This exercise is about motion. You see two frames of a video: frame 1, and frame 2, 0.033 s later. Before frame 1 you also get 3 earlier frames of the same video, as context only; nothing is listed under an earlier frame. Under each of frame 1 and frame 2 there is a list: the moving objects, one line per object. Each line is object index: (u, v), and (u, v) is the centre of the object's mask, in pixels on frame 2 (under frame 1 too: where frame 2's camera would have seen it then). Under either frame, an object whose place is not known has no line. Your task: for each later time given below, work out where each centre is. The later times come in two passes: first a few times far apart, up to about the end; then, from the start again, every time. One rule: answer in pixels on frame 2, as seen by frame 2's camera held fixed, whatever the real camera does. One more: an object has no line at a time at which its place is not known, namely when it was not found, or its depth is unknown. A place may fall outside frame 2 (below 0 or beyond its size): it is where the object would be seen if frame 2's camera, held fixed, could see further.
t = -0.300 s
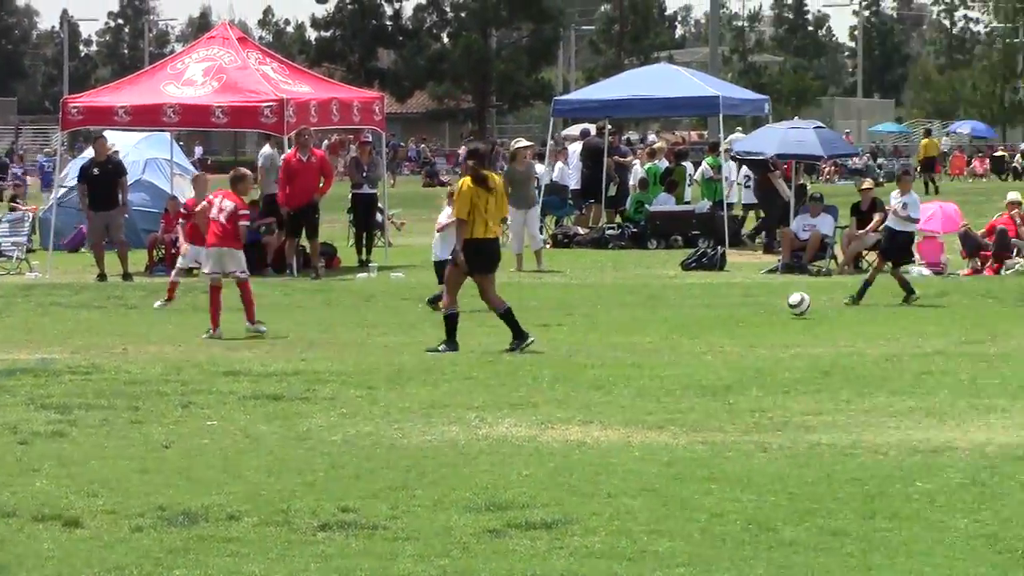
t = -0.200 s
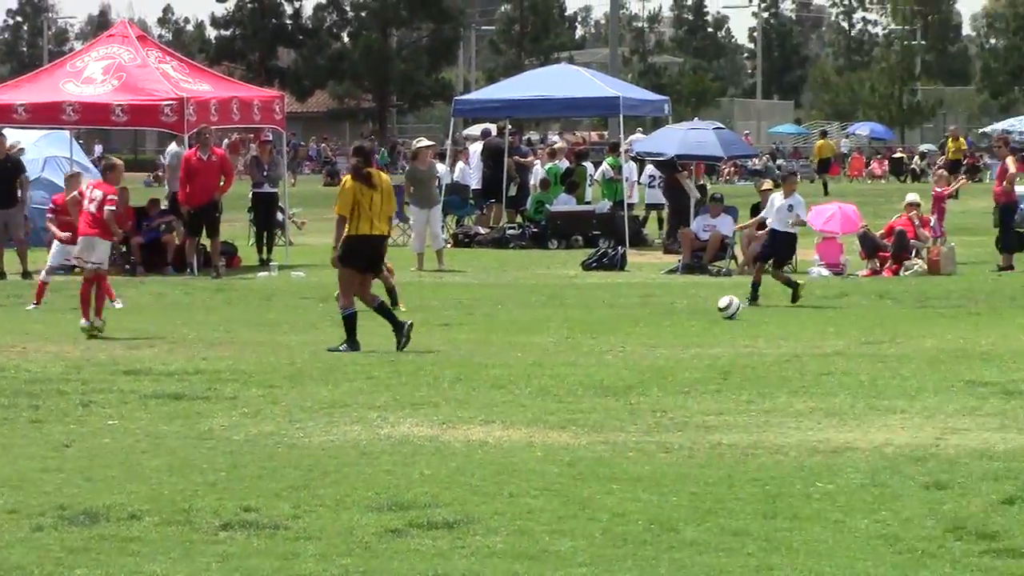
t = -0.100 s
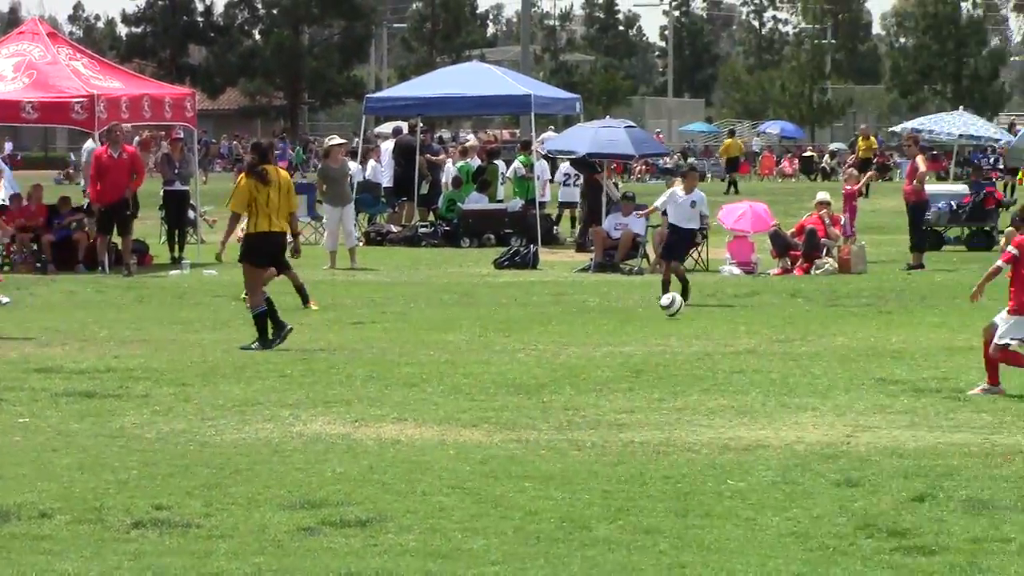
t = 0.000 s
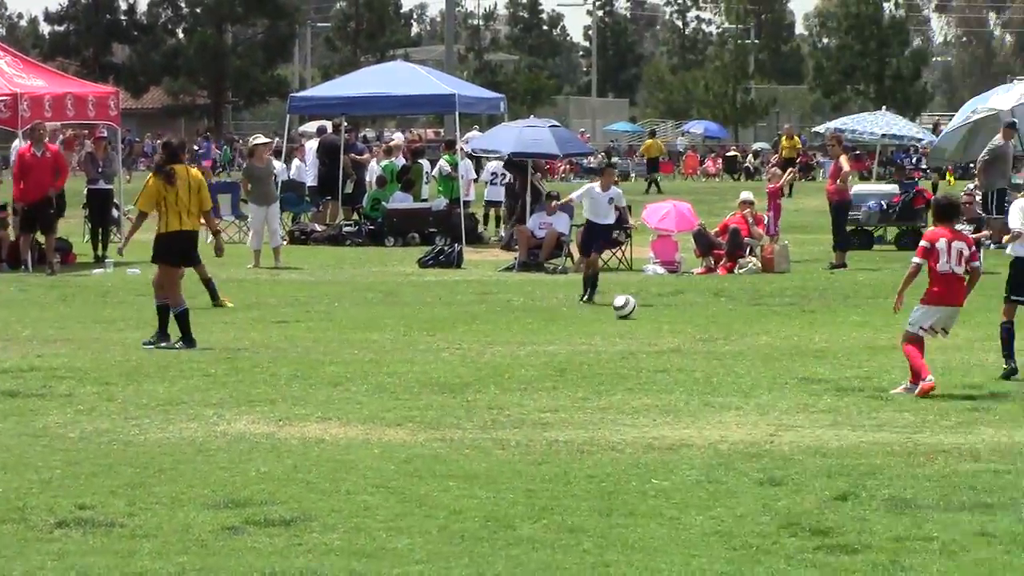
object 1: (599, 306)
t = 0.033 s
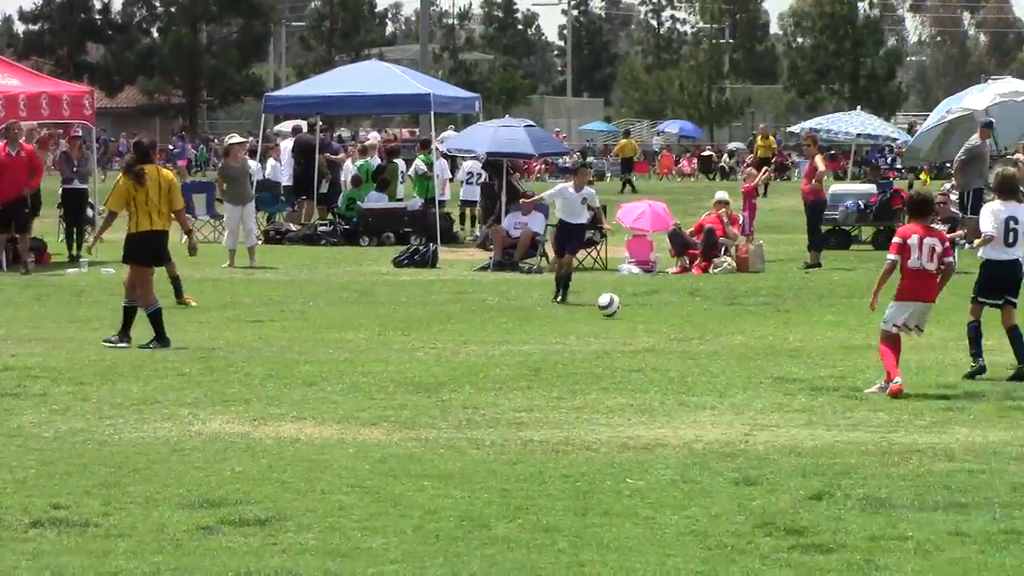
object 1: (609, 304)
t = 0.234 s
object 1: (663, 308)
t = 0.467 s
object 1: (724, 308)
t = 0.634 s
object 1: (764, 308)
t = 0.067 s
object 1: (618, 305)
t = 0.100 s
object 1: (626, 306)
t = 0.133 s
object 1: (635, 308)
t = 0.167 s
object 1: (644, 307)
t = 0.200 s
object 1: (653, 307)
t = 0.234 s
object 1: (663, 308)
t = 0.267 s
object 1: (671, 308)
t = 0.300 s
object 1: (679, 308)
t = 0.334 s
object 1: (688, 308)
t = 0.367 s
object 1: (696, 308)
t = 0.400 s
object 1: (705, 308)
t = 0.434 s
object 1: (715, 308)
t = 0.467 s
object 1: (724, 308)
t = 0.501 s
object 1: (731, 308)
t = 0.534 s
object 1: (740, 309)
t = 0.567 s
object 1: (748, 309)
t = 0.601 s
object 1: (756, 309)
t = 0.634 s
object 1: (764, 308)
